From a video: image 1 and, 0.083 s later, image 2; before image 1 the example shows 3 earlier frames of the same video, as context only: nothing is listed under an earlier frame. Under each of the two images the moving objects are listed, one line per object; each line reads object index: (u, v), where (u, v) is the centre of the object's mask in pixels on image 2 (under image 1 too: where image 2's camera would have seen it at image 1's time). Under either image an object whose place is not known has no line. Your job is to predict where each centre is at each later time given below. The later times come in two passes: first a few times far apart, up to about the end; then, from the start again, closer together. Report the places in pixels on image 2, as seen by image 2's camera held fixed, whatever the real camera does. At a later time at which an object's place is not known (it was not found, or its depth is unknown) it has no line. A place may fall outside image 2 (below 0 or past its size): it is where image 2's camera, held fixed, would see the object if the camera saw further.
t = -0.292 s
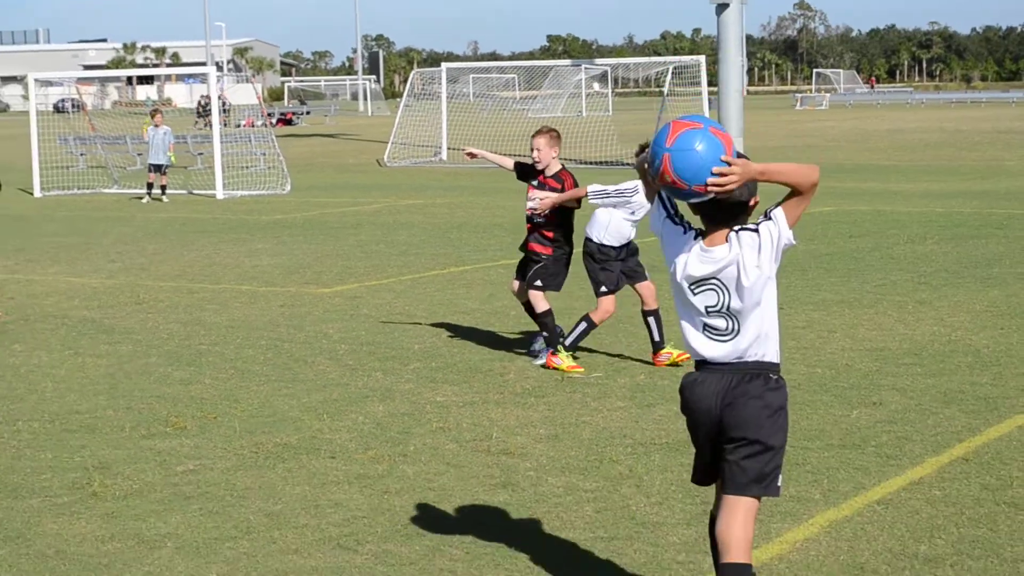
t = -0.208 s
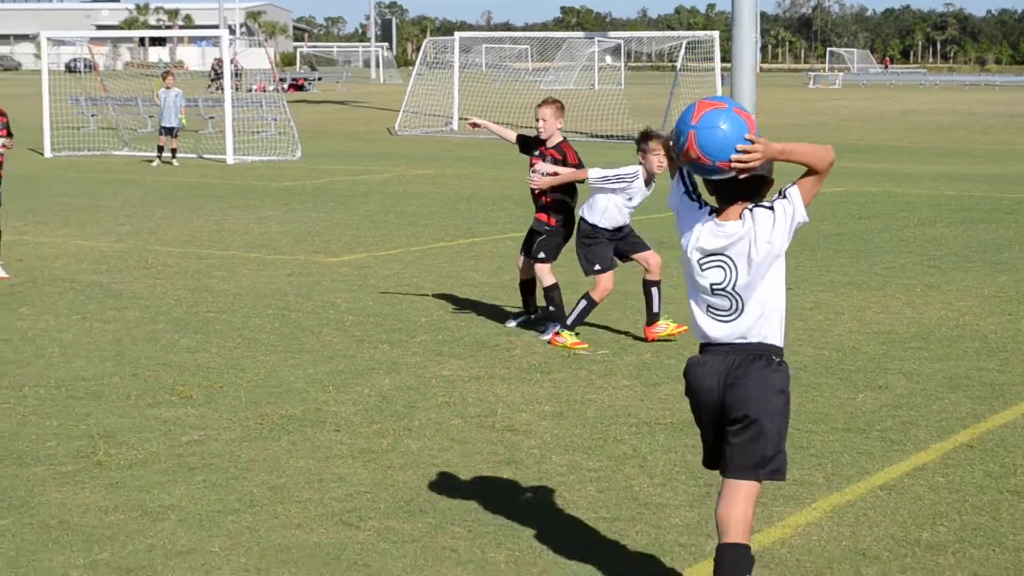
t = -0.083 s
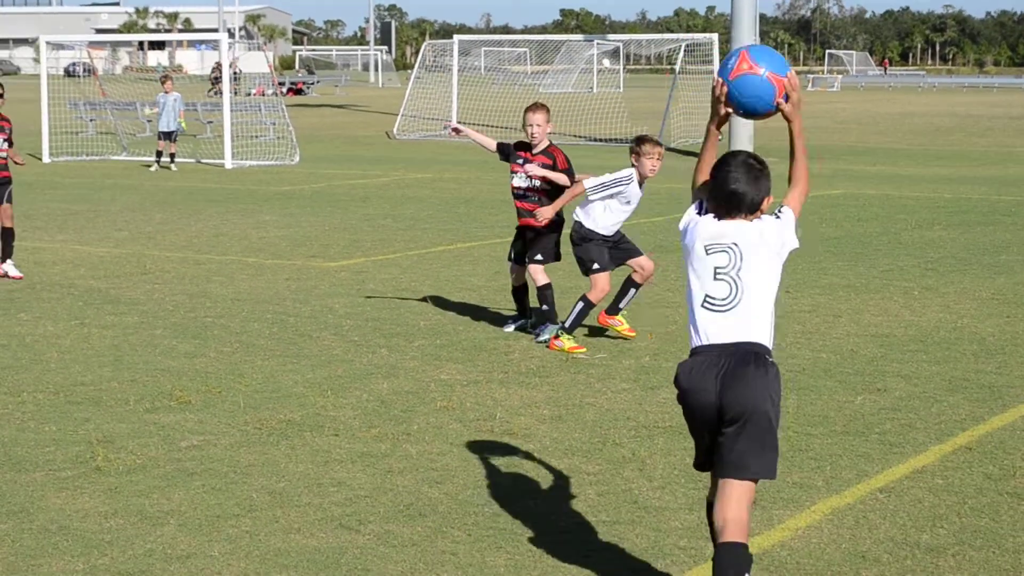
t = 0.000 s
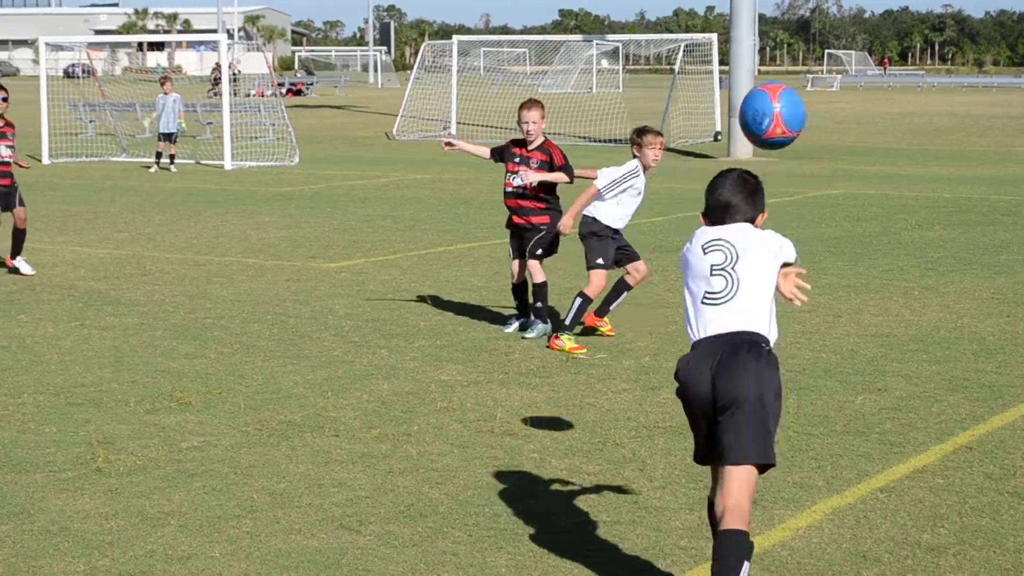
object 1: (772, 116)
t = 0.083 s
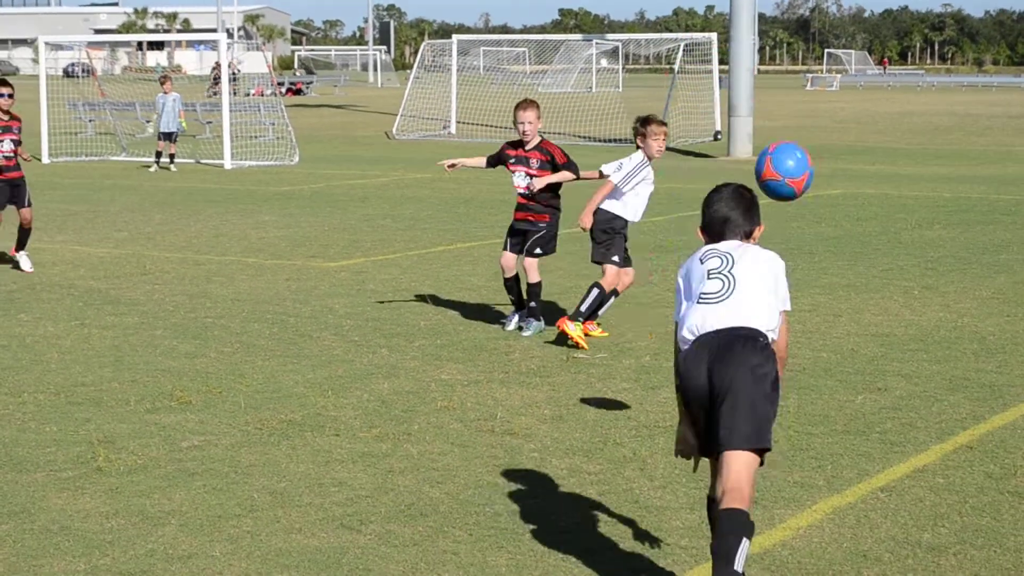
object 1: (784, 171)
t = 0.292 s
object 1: (812, 322)
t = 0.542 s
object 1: (836, 242)
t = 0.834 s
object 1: (861, 212)
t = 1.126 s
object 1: (880, 270)
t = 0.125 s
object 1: (790, 200)
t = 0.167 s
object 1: (796, 230)
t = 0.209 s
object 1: (800, 260)
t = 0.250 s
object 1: (806, 291)
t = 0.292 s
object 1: (812, 322)
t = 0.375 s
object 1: (822, 339)
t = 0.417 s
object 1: (823, 310)
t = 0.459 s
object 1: (828, 283)
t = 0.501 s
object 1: (832, 260)
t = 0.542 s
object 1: (836, 242)
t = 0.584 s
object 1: (840, 228)
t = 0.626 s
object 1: (844, 217)
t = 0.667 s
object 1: (848, 209)
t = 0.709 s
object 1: (852, 204)
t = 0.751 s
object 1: (855, 204)
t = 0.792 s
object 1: (858, 207)
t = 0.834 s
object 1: (861, 212)
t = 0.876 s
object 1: (864, 221)
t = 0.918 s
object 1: (866, 232)
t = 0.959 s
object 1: (870, 247)
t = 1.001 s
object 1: (872, 264)
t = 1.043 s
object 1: (874, 283)
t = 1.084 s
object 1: (877, 287)
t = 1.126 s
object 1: (880, 270)
